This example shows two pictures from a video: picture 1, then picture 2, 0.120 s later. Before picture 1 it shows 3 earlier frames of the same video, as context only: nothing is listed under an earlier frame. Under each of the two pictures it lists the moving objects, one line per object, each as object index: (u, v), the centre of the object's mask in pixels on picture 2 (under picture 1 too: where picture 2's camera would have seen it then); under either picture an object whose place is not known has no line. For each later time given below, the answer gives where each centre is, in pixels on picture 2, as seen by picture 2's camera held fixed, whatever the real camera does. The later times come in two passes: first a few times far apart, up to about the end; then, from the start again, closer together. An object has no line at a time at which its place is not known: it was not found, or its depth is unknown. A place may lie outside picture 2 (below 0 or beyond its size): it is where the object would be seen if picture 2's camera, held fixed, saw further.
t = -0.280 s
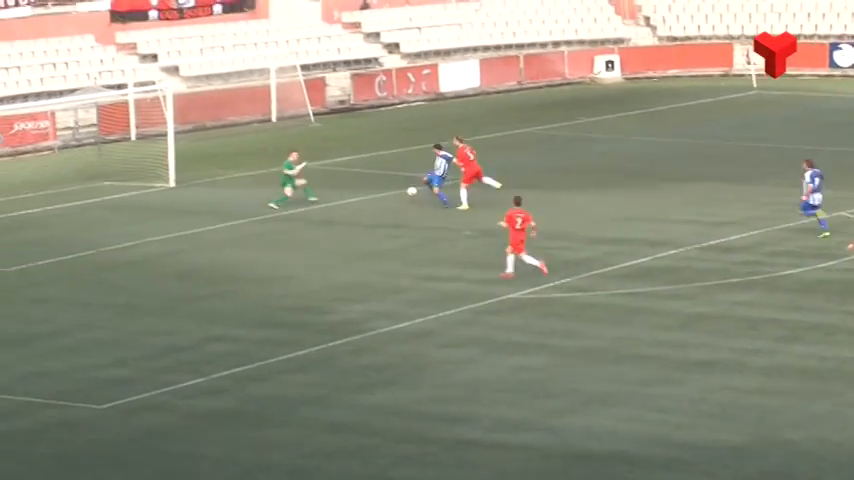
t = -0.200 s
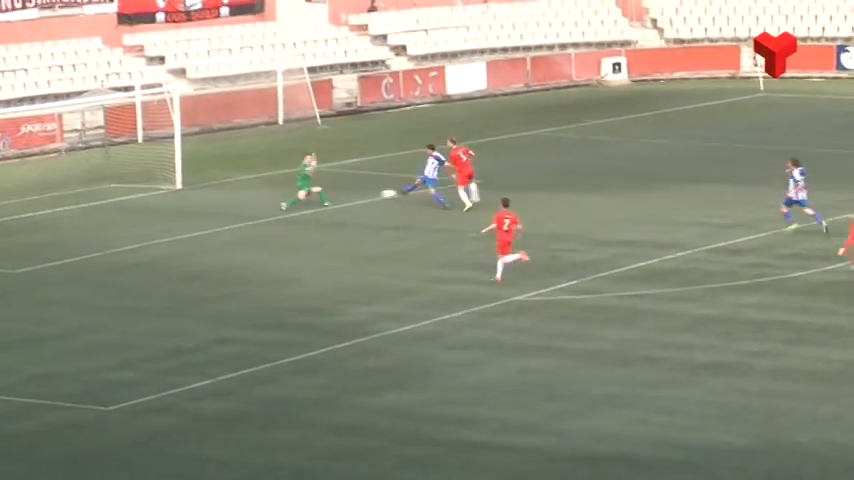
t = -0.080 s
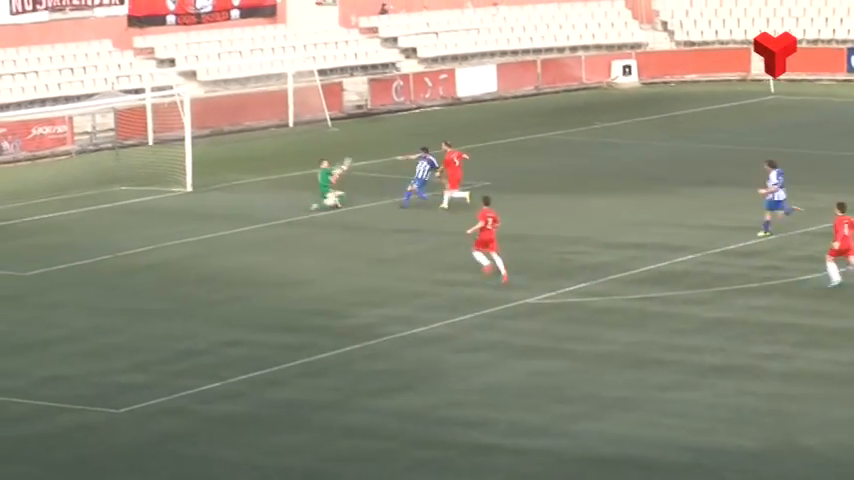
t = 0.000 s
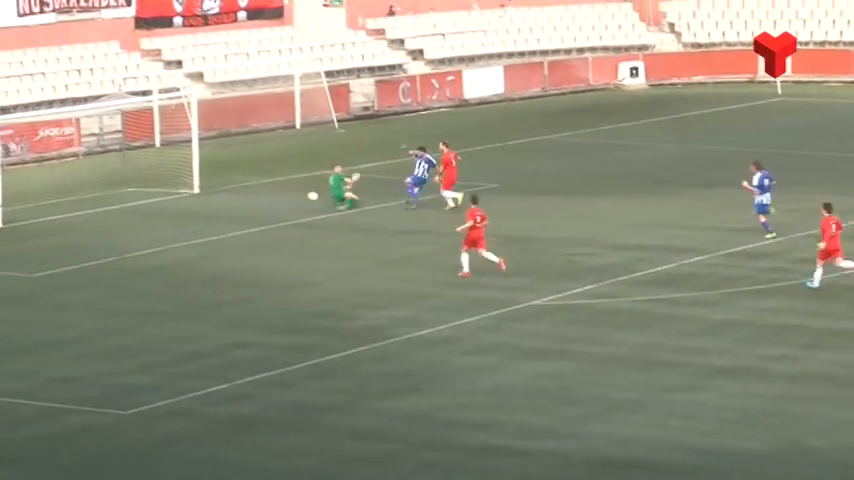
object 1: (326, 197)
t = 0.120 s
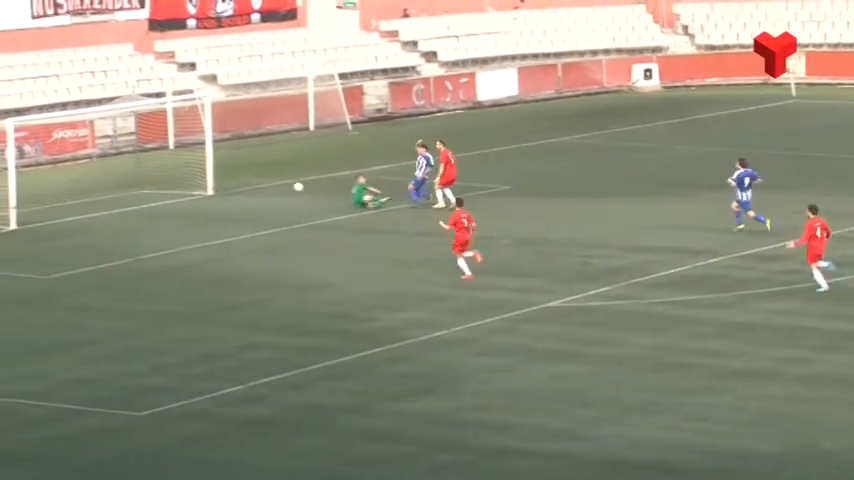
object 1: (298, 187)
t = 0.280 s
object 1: (261, 181)
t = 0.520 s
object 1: (204, 193)
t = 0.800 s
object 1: (135, 214)
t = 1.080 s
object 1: (54, 205)
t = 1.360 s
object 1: (-26, 231)
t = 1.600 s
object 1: (-96, 219)
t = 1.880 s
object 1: (-175, 238)
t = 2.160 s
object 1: (-259, 239)
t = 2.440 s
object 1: (-342, 250)
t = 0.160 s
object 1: (289, 184)
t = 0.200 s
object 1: (279, 182)
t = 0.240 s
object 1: (270, 182)
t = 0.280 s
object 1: (261, 181)
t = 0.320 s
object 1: (251, 182)
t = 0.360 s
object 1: (242, 182)
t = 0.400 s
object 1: (233, 184)
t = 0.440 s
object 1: (223, 186)
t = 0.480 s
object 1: (215, 189)
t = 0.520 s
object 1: (204, 193)
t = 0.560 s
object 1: (195, 197)
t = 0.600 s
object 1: (186, 202)
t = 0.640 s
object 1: (177, 208)
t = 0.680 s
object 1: (168, 214)
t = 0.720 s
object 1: (159, 221)
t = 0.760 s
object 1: (146, 218)
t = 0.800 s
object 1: (135, 214)
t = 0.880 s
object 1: (112, 208)
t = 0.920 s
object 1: (100, 206)
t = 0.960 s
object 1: (89, 205)
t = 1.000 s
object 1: (77, 204)
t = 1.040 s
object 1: (66, 204)
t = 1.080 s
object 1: (54, 205)
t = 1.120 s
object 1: (43, 207)
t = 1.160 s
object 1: (31, 209)
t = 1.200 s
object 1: (20, 212)
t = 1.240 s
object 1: (8, 216)
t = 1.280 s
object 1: (-2, 220)
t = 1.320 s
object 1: (-14, 226)
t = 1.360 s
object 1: (-26, 231)
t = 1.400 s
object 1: (-37, 228)
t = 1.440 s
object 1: (-49, 225)
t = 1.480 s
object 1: (-60, 223)
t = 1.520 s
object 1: (-72, 221)
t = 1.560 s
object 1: (-84, 220)
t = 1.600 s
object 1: (-96, 219)
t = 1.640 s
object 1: (-107, 220)
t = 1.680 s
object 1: (-119, 221)
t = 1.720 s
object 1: (-130, 222)
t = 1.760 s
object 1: (-141, 225)
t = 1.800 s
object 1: (-153, 229)
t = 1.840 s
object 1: (-164, 232)
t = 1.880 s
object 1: (-175, 238)
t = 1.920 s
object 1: (-187, 243)
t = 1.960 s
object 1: (-199, 242)
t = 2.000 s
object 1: (-211, 240)
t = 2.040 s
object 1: (-223, 239)
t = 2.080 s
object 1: (-235, 238)
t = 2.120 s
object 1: (-247, 238)
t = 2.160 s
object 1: (-259, 239)
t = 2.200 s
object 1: (-271, 240)
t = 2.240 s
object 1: (-282, 242)
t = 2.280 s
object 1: (-294, 246)
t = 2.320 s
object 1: (-306, 249)
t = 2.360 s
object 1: (-317, 253)
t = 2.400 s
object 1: (-329, 252)
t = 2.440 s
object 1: (-342, 250)
